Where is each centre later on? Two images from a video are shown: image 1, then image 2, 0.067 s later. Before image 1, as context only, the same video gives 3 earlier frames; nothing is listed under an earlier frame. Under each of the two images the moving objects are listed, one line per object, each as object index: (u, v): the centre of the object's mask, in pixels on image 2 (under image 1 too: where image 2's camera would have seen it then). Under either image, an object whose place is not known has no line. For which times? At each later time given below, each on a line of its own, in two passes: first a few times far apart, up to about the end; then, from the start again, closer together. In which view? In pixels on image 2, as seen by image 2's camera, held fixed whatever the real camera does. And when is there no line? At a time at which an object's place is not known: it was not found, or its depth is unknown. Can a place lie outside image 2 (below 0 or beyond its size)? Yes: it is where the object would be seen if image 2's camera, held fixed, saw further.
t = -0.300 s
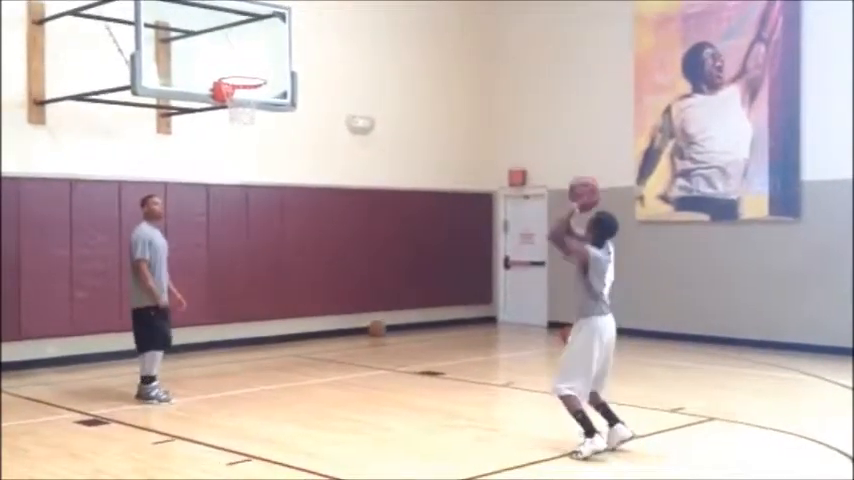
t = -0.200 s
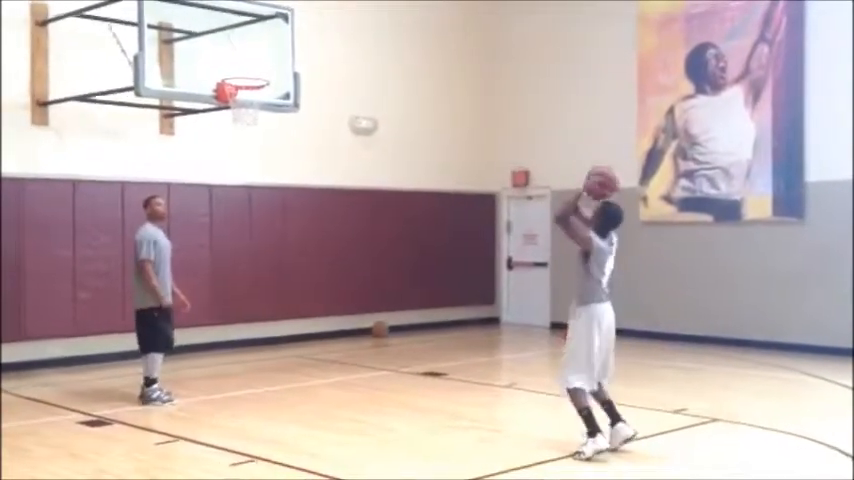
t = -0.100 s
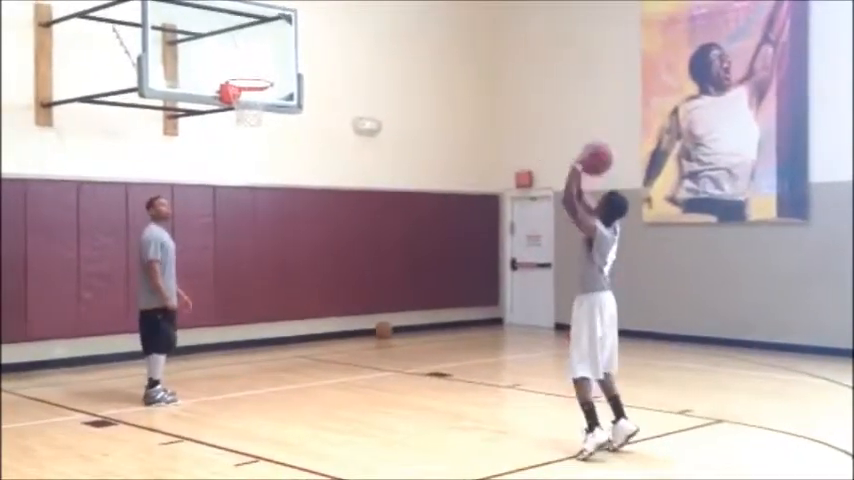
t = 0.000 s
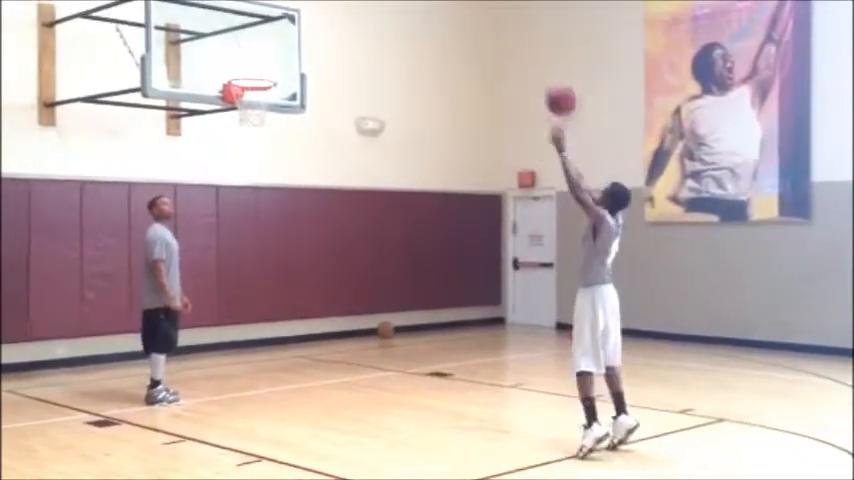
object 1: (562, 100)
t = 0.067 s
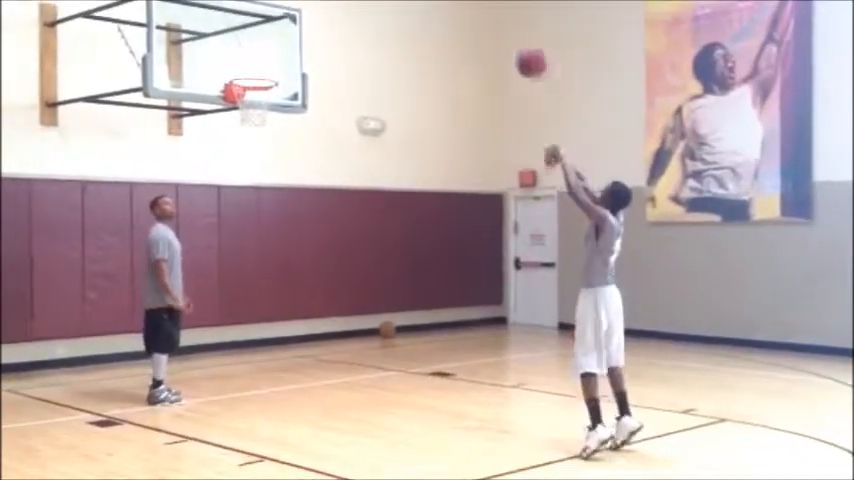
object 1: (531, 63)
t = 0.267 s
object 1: (449, 0)
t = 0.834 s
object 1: (271, 57)
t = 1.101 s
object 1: (246, 126)
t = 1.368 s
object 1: (249, 217)
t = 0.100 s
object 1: (516, 47)
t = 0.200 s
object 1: (474, 10)
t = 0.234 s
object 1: (463, 4)
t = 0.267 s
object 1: (449, 0)
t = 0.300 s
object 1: (438, -3)
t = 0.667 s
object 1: (316, 4)
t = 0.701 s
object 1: (308, 13)
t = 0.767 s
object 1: (291, 33)
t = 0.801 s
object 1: (281, 44)
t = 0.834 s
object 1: (271, 57)
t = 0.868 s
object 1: (261, 70)
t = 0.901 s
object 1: (252, 83)
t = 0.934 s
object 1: (249, 98)
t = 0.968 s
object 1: (243, 106)
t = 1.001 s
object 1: (244, 112)
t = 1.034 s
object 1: (244, 115)
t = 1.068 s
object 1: (245, 121)
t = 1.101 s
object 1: (246, 126)
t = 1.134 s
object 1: (247, 134)
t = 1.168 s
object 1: (248, 142)
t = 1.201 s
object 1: (248, 152)
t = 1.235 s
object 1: (249, 162)
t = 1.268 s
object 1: (250, 174)
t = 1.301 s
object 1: (251, 187)
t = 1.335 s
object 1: (250, 201)
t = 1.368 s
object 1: (249, 217)
